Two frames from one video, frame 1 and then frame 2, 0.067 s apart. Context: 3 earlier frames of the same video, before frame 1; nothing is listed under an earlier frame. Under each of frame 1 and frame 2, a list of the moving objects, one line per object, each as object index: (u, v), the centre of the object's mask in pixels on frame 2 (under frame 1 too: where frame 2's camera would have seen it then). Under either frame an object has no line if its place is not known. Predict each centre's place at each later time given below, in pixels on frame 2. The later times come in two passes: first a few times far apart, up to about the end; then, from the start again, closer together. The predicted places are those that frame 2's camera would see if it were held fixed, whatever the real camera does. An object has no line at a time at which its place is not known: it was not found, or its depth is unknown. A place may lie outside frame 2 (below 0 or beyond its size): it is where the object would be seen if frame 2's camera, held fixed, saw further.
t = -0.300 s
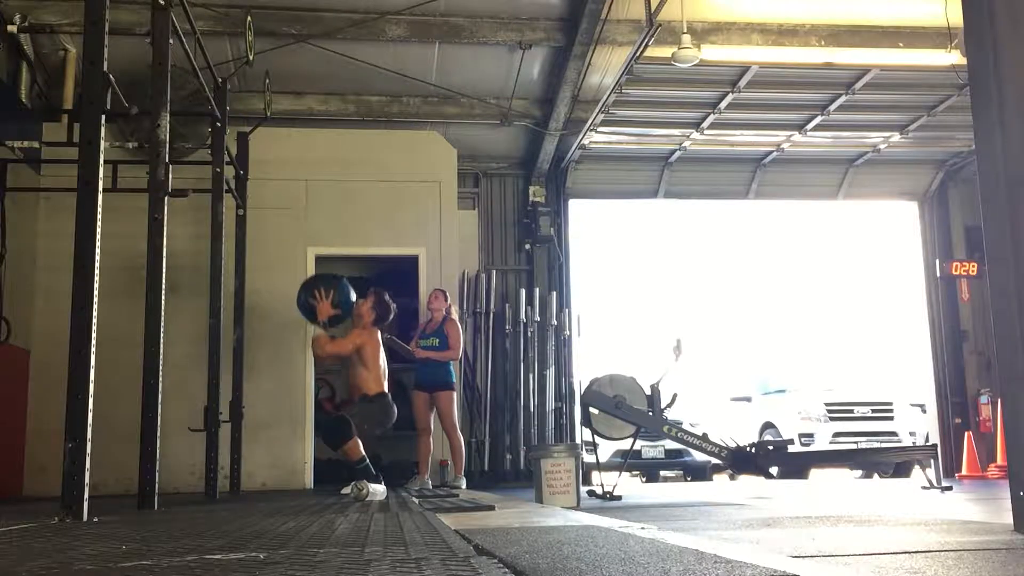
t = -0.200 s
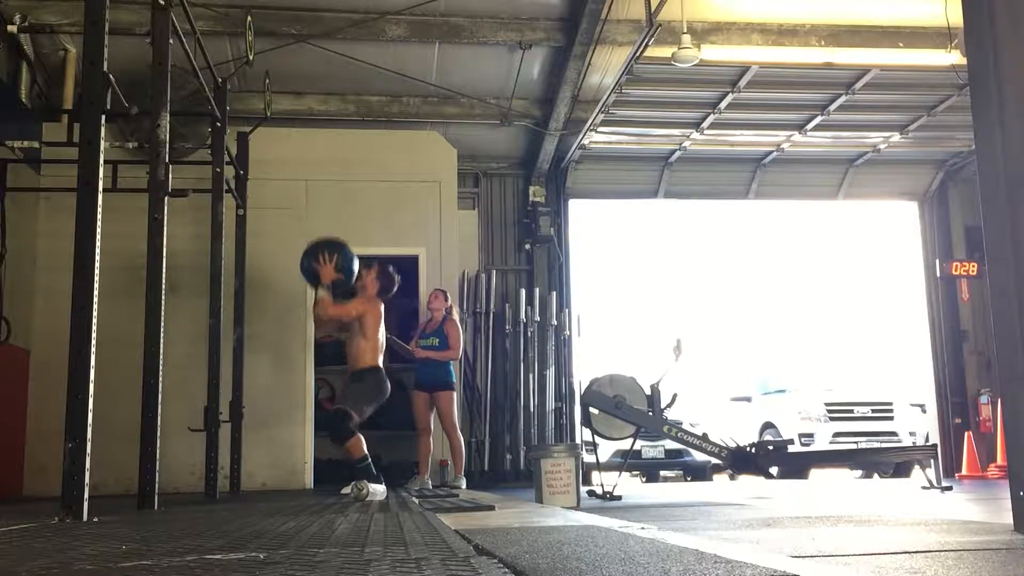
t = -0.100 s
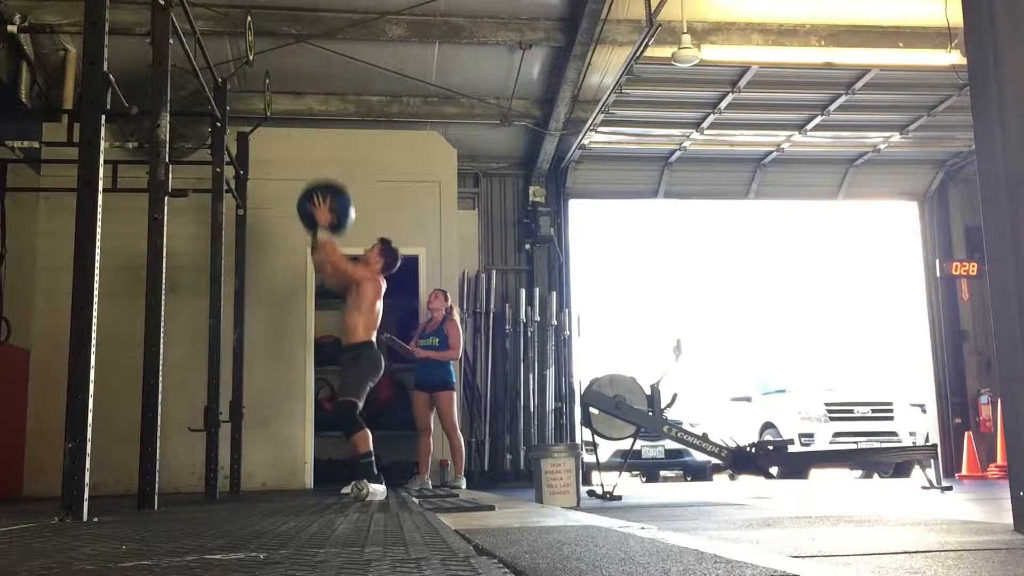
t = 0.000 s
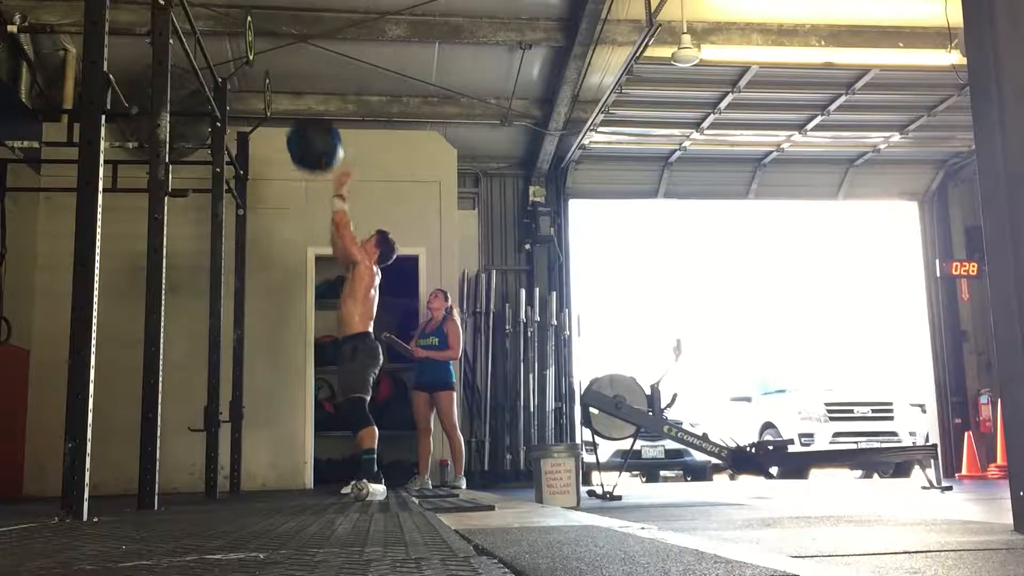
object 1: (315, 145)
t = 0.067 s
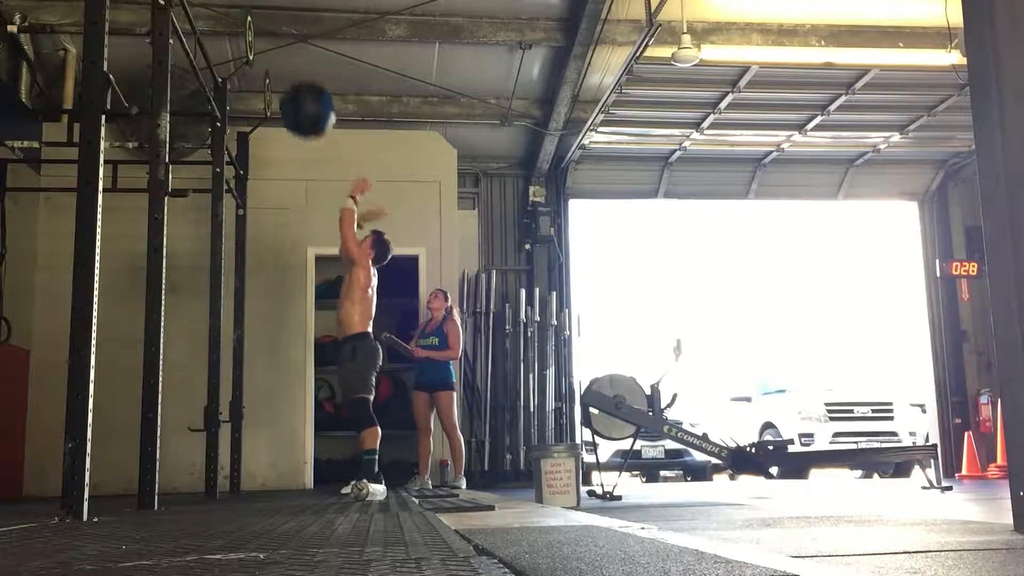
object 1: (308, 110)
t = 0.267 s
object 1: (285, 43)
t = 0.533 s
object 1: (282, 44)
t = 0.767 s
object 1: (300, 125)
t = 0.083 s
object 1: (306, 102)
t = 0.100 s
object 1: (304, 94)
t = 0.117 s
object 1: (302, 87)
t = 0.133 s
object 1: (300, 81)
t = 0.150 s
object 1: (298, 75)
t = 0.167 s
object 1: (296, 70)
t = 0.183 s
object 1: (295, 64)
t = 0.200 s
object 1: (292, 59)
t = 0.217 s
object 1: (291, 55)
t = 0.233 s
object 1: (289, 51)
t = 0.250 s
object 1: (287, 47)
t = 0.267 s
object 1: (285, 43)
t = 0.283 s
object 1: (283, 41)
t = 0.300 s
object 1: (281, 38)
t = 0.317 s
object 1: (280, 36)
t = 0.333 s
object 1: (278, 34)
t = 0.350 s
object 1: (277, 32)
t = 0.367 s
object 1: (274, 31)
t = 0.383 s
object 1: (274, 31)
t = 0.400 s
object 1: (274, 31)
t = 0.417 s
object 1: (274, 31)
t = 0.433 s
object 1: (275, 32)
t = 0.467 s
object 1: (278, 35)
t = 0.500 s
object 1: (280, 38)
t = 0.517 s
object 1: (281, 41)
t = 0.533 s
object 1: (282, 44)
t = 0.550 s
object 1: (283, 47)
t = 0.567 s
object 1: (285, 51)
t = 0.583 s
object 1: (286, 54)
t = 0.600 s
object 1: (288, 59)
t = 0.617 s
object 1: (289, 63)
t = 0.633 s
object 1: (290, 69)
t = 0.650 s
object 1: (292, 74)
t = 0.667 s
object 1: (292, 80)
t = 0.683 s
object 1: (295, 86)
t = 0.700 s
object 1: (296, 93)
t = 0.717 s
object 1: (297, 101)
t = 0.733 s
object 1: (298, 108)
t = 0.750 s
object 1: (299, 116)
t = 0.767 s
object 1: (300, 125)
